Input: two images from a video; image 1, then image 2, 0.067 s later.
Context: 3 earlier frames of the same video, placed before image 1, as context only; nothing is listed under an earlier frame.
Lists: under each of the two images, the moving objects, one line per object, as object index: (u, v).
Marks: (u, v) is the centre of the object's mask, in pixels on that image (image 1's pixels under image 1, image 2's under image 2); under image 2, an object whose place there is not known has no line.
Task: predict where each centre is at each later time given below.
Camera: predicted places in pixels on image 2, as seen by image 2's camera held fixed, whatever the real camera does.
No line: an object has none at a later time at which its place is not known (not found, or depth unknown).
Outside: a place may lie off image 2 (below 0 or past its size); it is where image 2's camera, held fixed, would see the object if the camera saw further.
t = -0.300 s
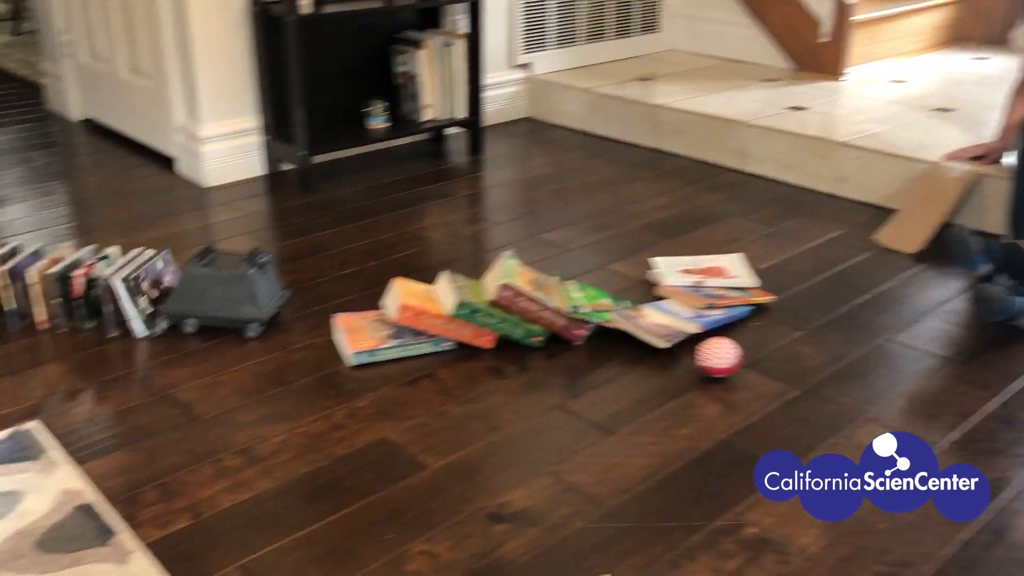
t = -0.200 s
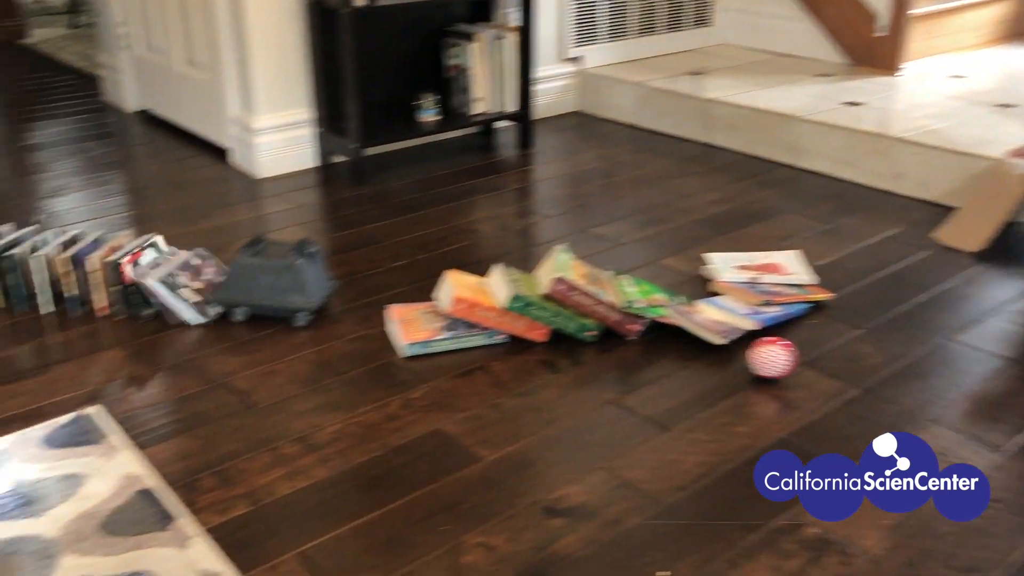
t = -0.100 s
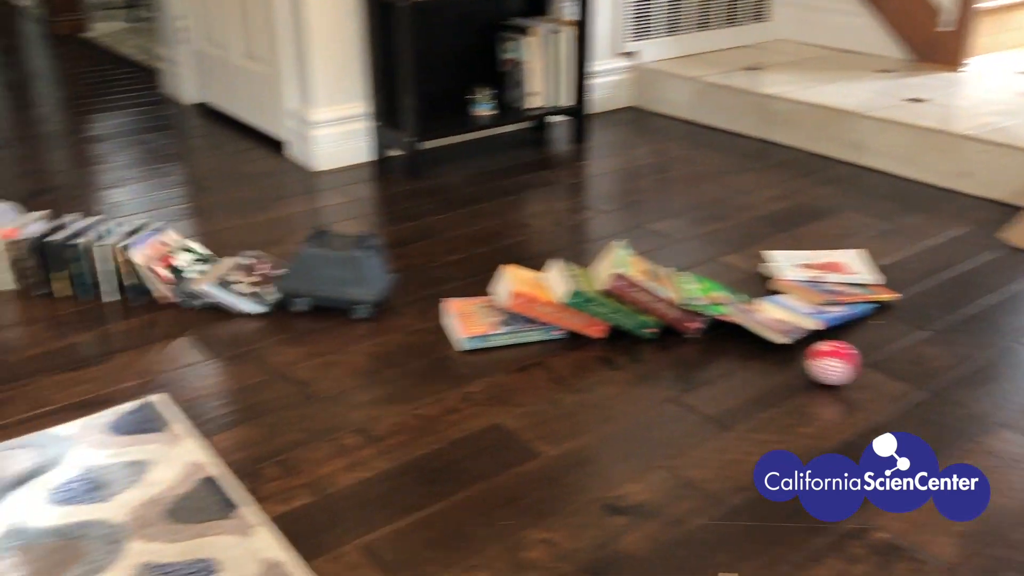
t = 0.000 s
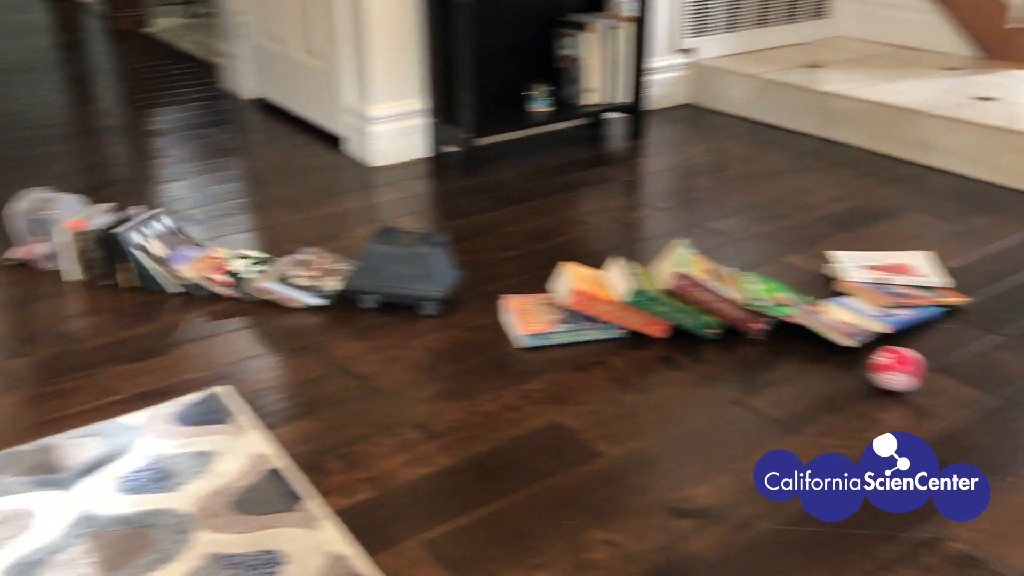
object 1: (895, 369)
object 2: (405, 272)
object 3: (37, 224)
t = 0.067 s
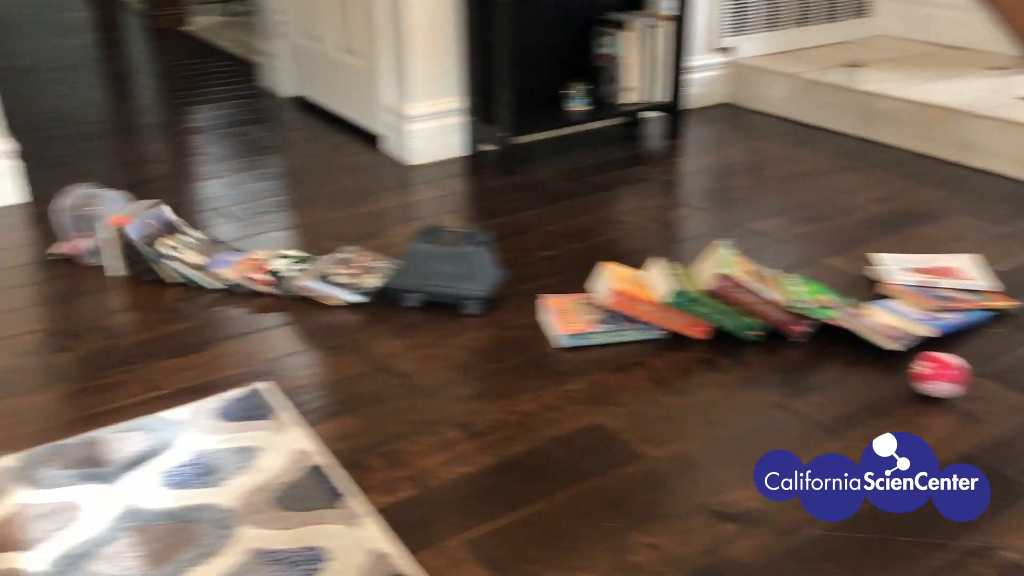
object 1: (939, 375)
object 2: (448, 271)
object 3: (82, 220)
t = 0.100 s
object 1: (937, 376)
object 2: (450, 271)
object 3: (81, 219)
